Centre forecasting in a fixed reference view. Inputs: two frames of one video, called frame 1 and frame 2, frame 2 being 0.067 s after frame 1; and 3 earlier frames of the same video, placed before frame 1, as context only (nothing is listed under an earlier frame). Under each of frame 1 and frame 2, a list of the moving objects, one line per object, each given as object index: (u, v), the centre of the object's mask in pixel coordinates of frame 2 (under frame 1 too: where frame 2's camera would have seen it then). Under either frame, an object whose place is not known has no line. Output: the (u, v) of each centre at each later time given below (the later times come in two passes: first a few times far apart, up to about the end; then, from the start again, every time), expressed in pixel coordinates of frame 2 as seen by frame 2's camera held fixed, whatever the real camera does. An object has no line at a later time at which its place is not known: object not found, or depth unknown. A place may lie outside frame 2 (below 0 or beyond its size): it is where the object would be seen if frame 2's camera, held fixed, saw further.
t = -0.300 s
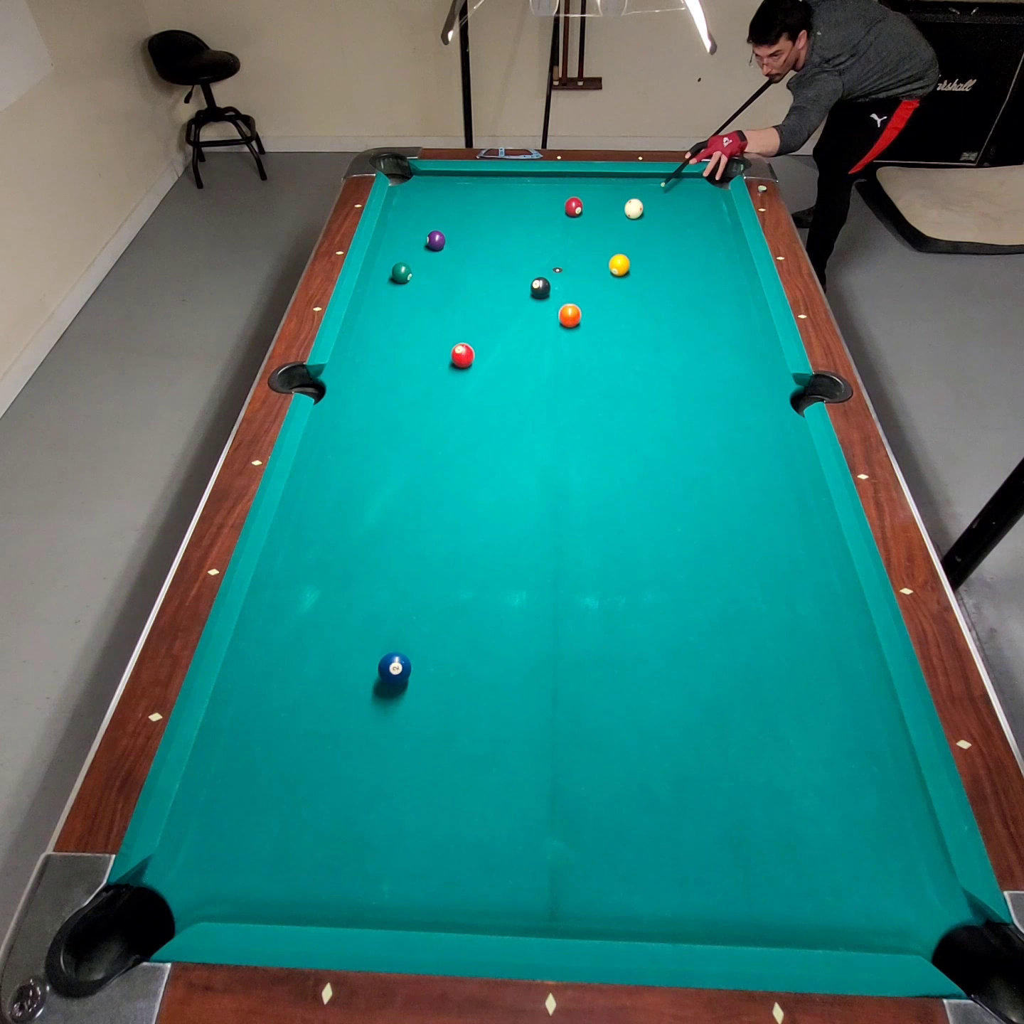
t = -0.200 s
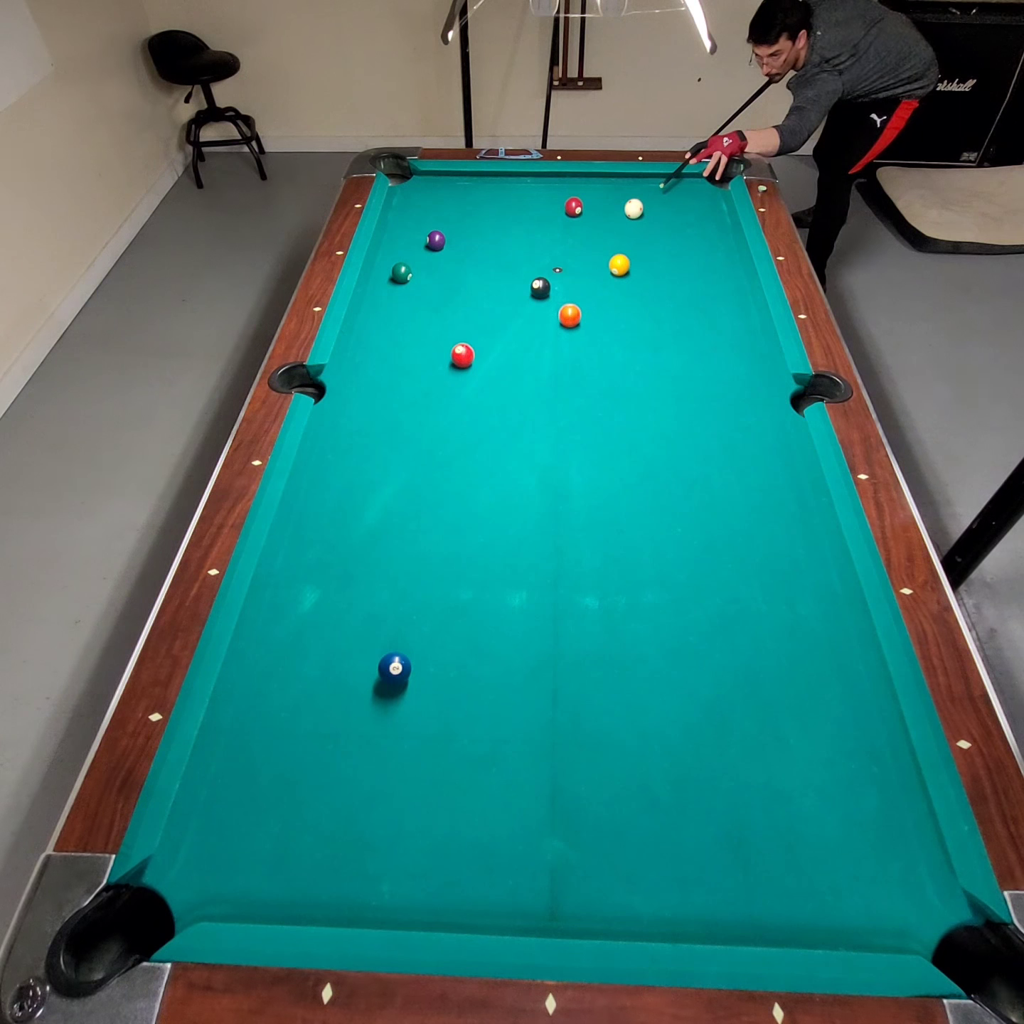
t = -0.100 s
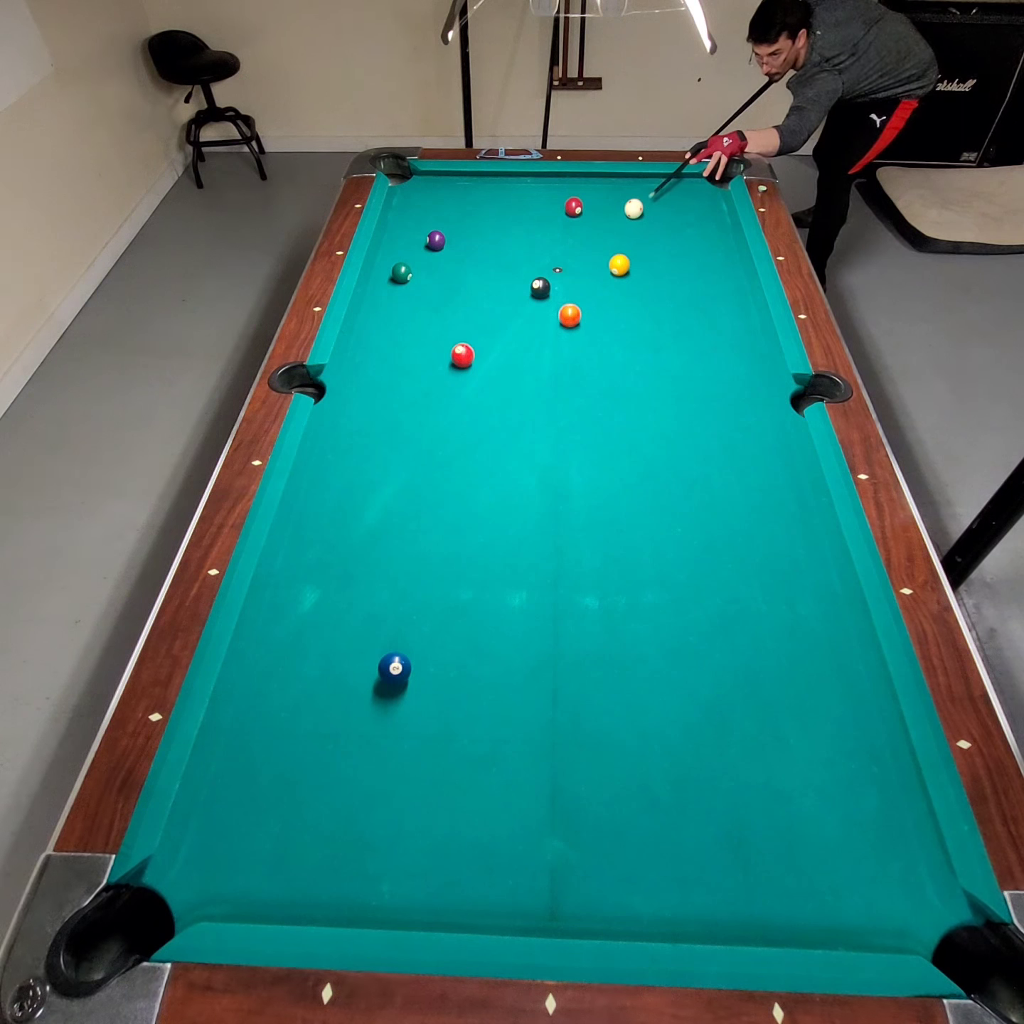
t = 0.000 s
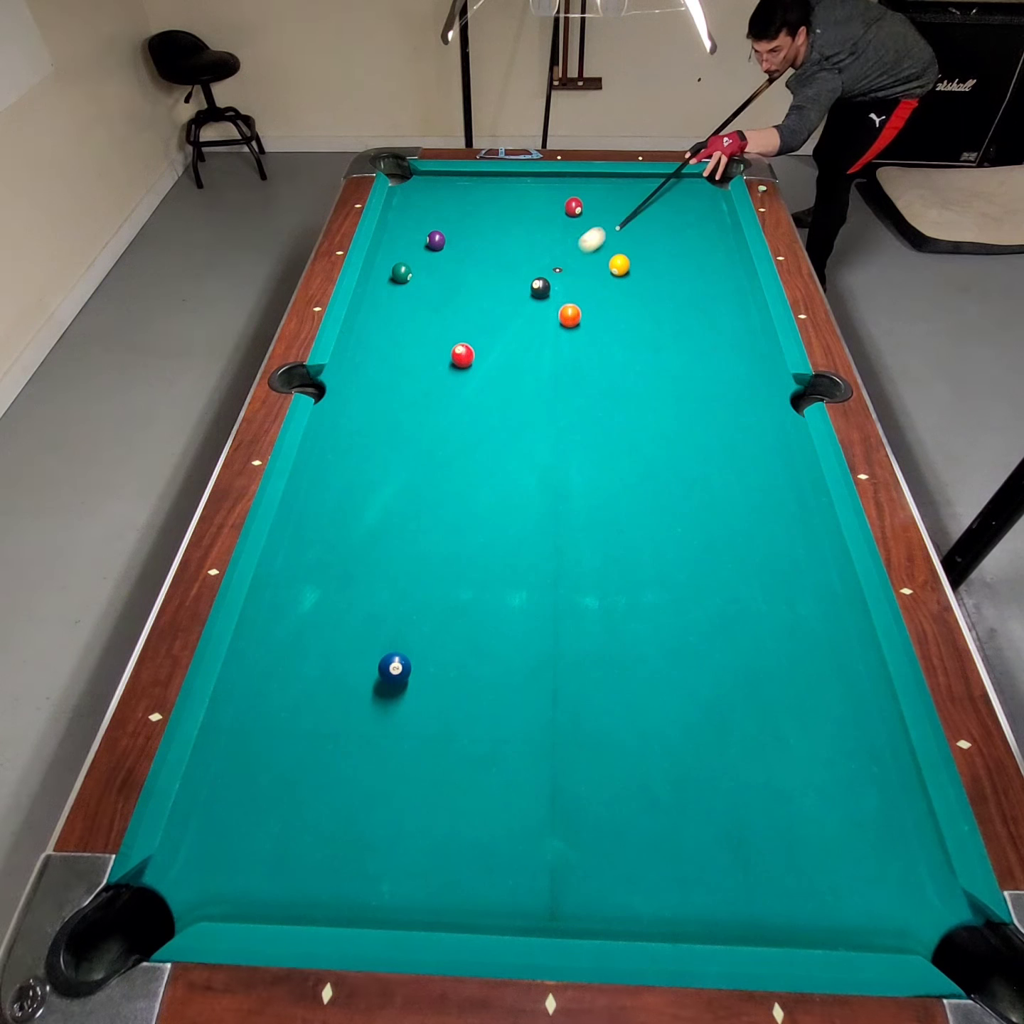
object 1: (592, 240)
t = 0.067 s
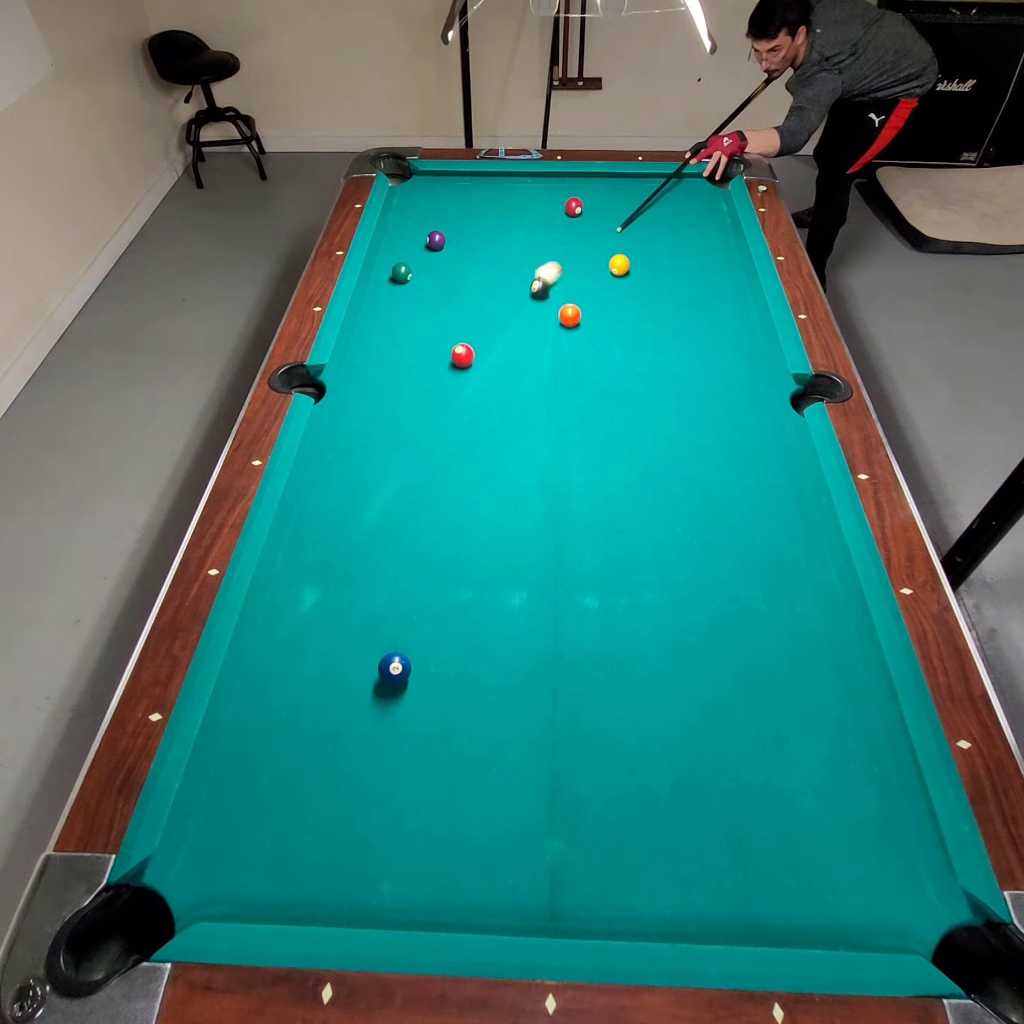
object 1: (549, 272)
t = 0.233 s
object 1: (501, 271)
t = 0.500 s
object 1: (453, 261)
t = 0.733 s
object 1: (416, 253)
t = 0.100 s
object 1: (535, 275)
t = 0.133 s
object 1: (525, 274)
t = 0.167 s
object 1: (516, 274)
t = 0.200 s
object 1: (508, 272)
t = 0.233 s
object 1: (501, 271)
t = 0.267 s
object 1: (494, 270)
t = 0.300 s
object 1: (488, 269)
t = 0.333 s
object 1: (482, 267)
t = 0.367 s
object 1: (476, 266)
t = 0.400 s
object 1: (470, 265)
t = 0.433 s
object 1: (465, 264)
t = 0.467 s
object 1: (459, 262)
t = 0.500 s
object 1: (453, 261)
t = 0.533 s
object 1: (448, 260)
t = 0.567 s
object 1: (442, 259)
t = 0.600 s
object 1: (437, 258)
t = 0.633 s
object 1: (432, 256)
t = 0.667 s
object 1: (426, 256)
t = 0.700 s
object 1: (421, 254)
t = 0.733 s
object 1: (416, 253)
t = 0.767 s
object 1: (411, 252)
